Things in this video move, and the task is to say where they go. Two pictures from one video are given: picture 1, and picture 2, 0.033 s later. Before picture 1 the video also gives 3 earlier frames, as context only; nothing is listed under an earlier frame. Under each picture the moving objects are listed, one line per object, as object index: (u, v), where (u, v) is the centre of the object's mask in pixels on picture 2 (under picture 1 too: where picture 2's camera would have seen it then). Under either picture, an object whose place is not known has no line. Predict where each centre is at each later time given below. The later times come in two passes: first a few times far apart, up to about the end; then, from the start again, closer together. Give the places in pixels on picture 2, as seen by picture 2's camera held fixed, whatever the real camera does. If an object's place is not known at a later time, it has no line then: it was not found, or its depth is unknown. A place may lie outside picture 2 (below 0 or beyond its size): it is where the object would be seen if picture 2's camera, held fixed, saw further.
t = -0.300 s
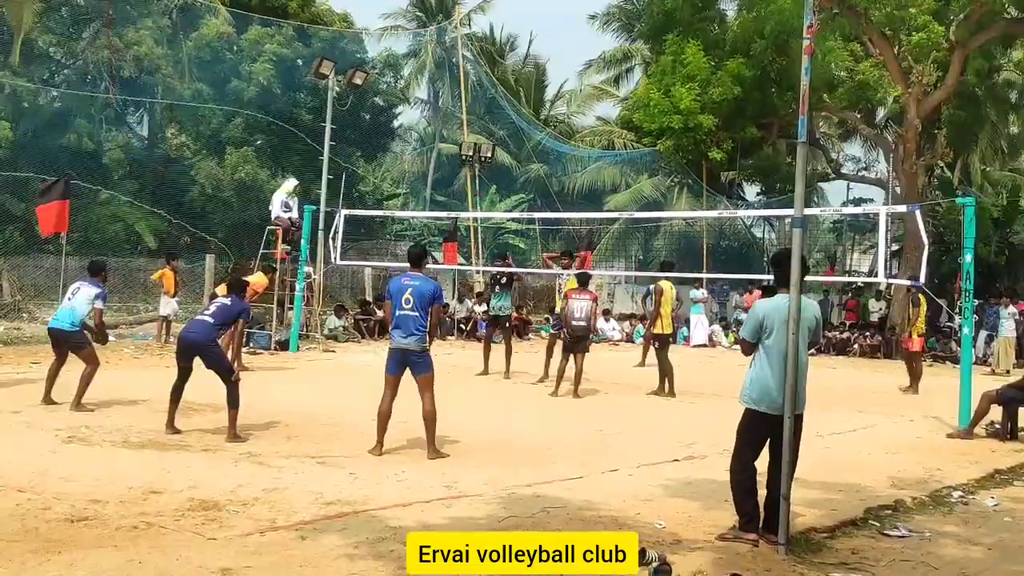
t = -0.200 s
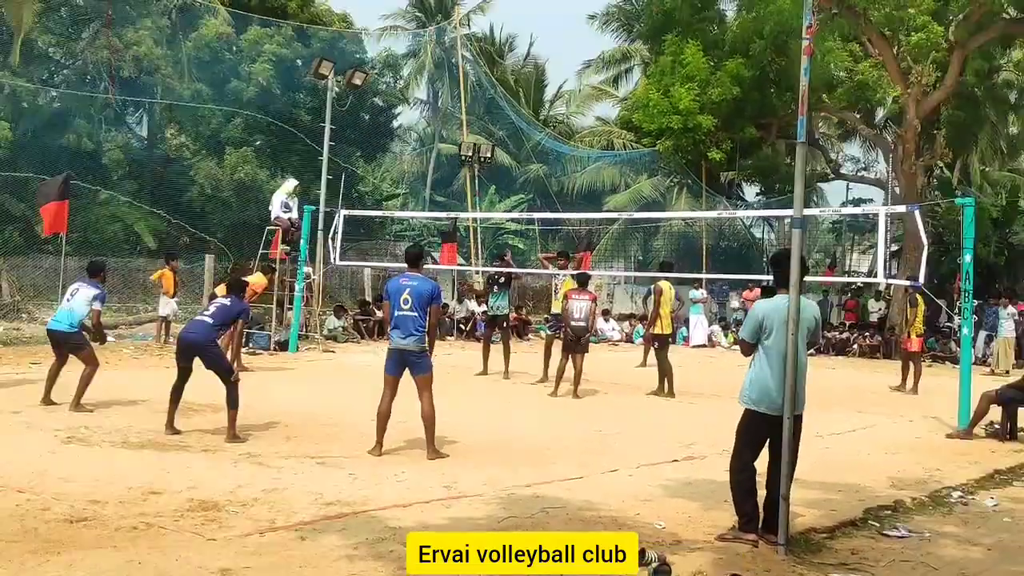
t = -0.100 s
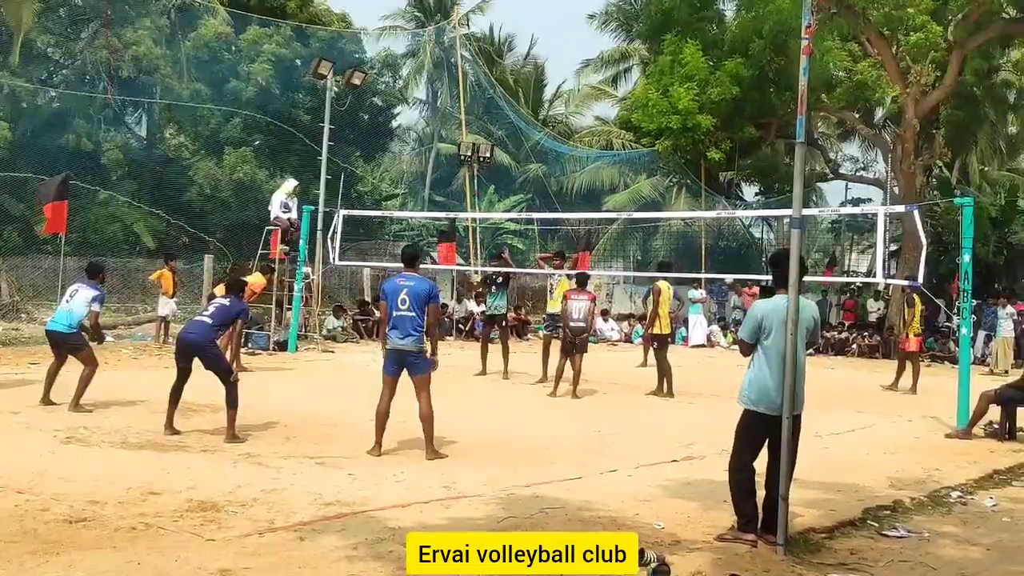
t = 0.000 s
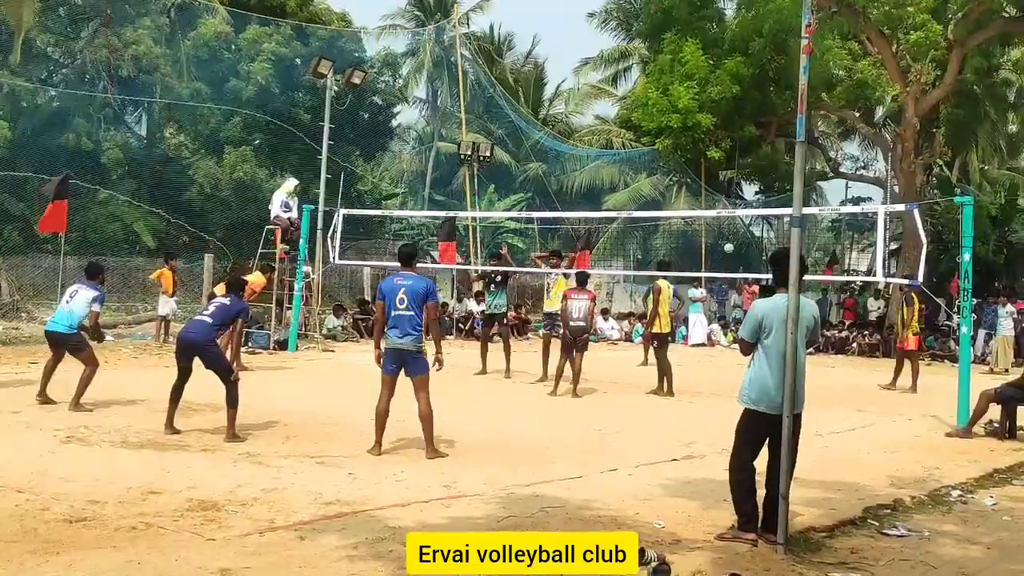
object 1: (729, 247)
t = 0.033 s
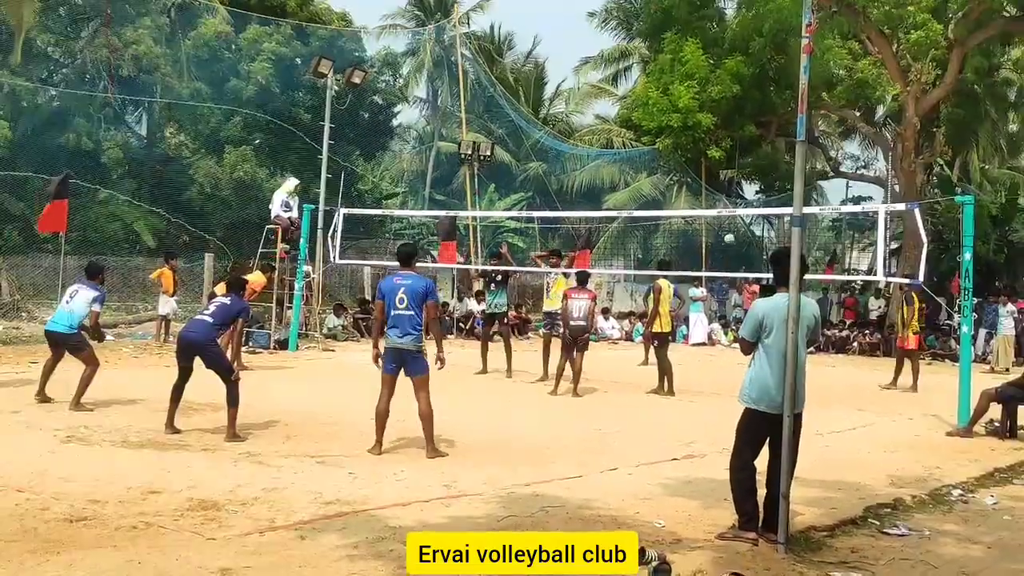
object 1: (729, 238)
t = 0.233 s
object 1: (728, 195)
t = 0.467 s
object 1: (725, 166)
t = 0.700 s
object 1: (721, 160)
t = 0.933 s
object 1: (716, 179)
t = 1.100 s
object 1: (712, 206)
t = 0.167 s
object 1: (728, 206)
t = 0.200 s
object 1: (729, 200)
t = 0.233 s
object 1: (728, 195)
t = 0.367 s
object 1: (726, 175)
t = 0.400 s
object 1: (726, 171)
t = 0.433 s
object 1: (725, 169)
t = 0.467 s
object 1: (725, 166)
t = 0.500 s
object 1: (724, 164)
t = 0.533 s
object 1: (724, 162)
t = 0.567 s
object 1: (723, 160)
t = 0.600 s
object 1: (722, 160)
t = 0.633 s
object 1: (722, 159)
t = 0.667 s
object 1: (721, 159)
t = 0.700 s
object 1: (721, 160)
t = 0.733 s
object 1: (720, 161)
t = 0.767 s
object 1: (720, 163)
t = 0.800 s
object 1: (719, 165)
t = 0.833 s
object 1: (718, 168)
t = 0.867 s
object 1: (718, 172)
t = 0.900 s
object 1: (717, 175)
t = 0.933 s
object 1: (716, 179)
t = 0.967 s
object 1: (715, 184)
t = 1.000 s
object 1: (714, 189)
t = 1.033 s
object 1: (713, 195)
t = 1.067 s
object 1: (712, 201)
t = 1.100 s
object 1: (712, 206)
